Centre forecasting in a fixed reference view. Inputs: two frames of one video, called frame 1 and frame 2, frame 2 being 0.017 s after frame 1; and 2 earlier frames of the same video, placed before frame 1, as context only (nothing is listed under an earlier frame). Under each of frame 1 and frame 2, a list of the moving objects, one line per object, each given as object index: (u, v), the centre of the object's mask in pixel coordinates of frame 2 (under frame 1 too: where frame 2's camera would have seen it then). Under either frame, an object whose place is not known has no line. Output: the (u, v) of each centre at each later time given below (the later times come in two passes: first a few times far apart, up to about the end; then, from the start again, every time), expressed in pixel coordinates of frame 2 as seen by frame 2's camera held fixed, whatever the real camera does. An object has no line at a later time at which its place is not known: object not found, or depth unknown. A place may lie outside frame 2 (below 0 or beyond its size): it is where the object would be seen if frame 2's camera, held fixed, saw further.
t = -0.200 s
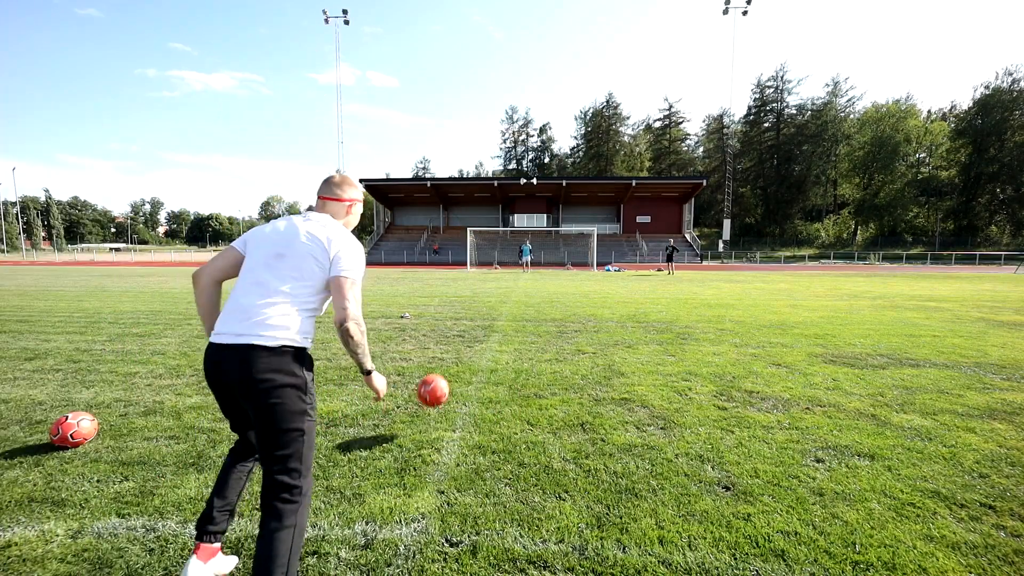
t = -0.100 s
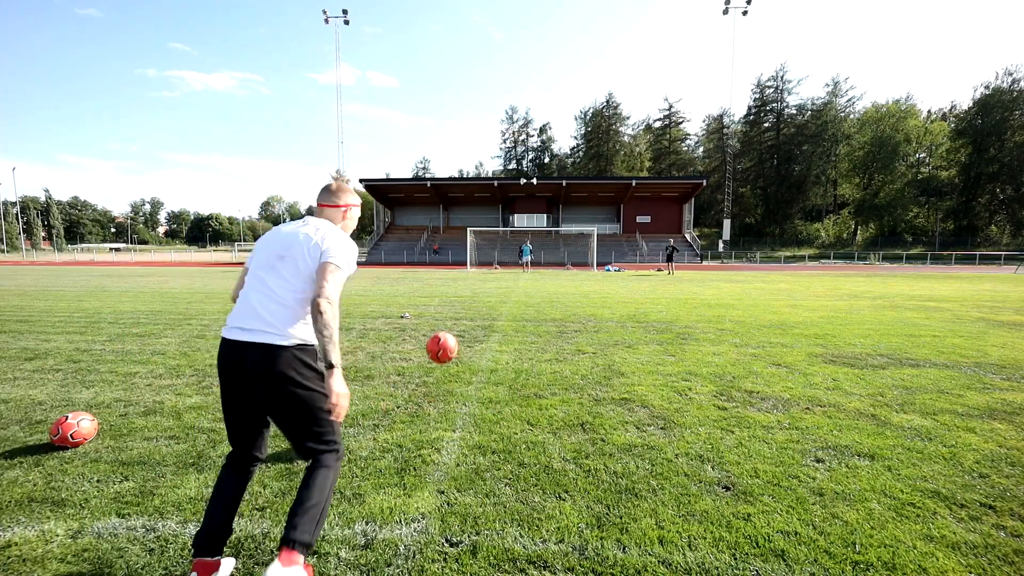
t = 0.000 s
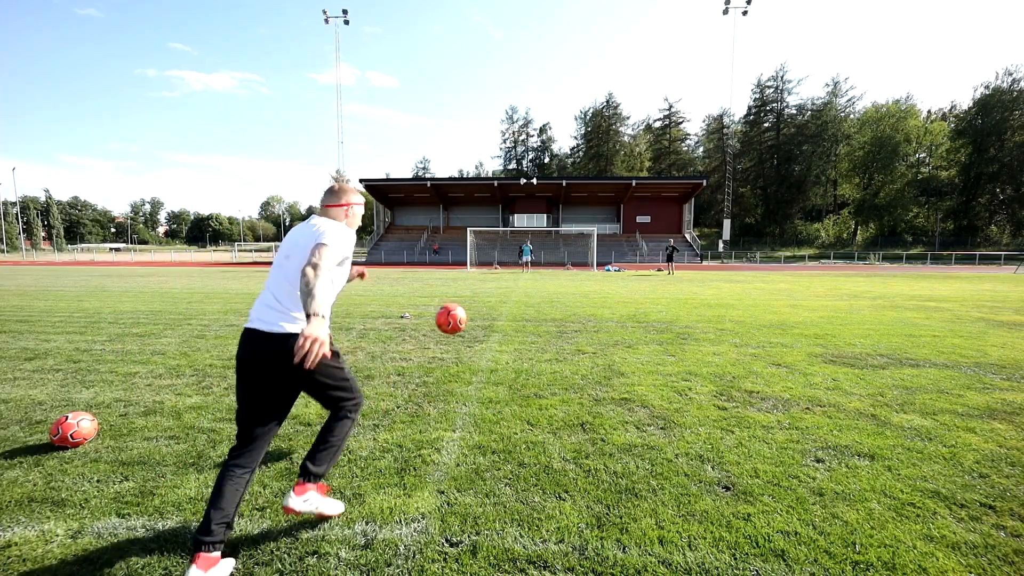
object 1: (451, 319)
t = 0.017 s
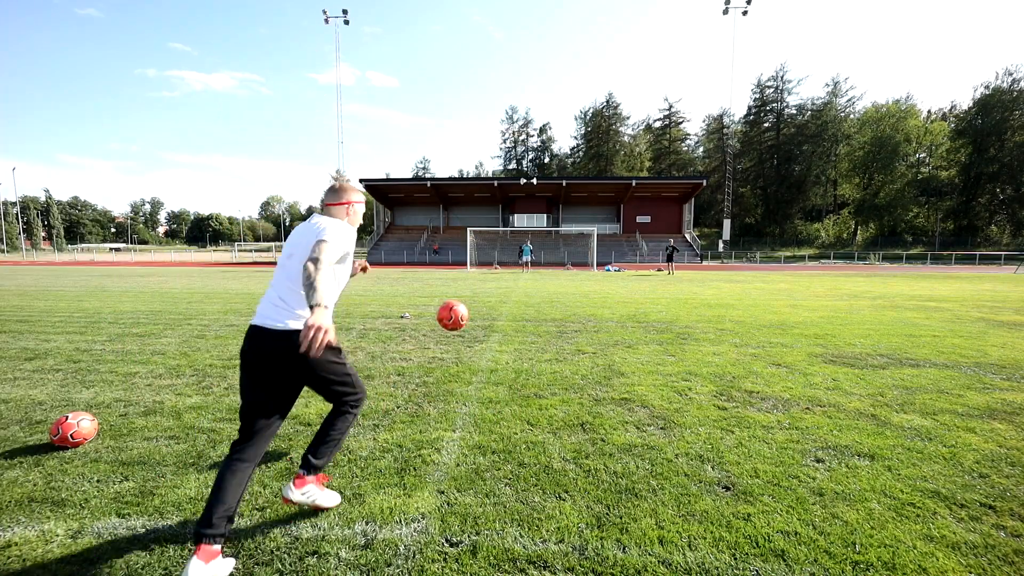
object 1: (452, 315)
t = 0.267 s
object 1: (473, 309)
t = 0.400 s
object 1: (483, 339)
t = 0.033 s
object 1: (454, 312)
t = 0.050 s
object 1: (455, 310)
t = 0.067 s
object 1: (457, 307)
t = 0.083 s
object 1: (458, 305)
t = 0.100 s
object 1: (459, 304)
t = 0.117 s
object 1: (461, 303)
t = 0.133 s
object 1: (462, 302)
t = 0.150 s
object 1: (464, 302)
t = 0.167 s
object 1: (465, 302)
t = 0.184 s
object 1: (467, 302)
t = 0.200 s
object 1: (468, 303)
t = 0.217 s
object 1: (469, 304)
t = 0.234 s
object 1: (471, 305)
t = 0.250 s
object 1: (472, 307)
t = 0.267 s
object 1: (473, 309)
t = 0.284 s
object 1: (474, 312)
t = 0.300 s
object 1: (476, 315)
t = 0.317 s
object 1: (477, 318)
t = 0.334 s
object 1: (478, 321)
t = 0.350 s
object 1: (479, 325)
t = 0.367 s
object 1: (481, 329)
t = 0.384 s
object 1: (482, 334)
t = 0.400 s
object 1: (483, 339)
